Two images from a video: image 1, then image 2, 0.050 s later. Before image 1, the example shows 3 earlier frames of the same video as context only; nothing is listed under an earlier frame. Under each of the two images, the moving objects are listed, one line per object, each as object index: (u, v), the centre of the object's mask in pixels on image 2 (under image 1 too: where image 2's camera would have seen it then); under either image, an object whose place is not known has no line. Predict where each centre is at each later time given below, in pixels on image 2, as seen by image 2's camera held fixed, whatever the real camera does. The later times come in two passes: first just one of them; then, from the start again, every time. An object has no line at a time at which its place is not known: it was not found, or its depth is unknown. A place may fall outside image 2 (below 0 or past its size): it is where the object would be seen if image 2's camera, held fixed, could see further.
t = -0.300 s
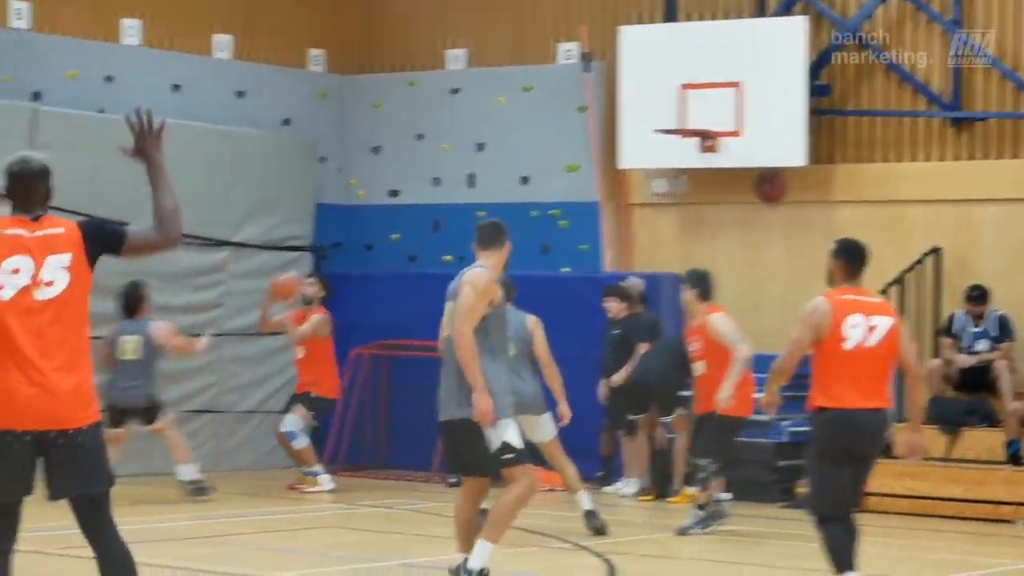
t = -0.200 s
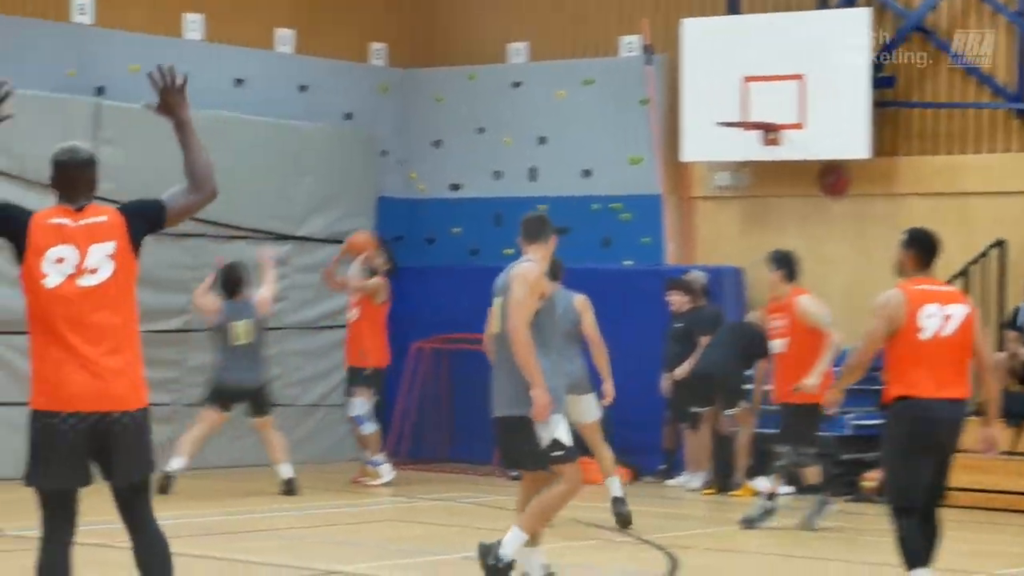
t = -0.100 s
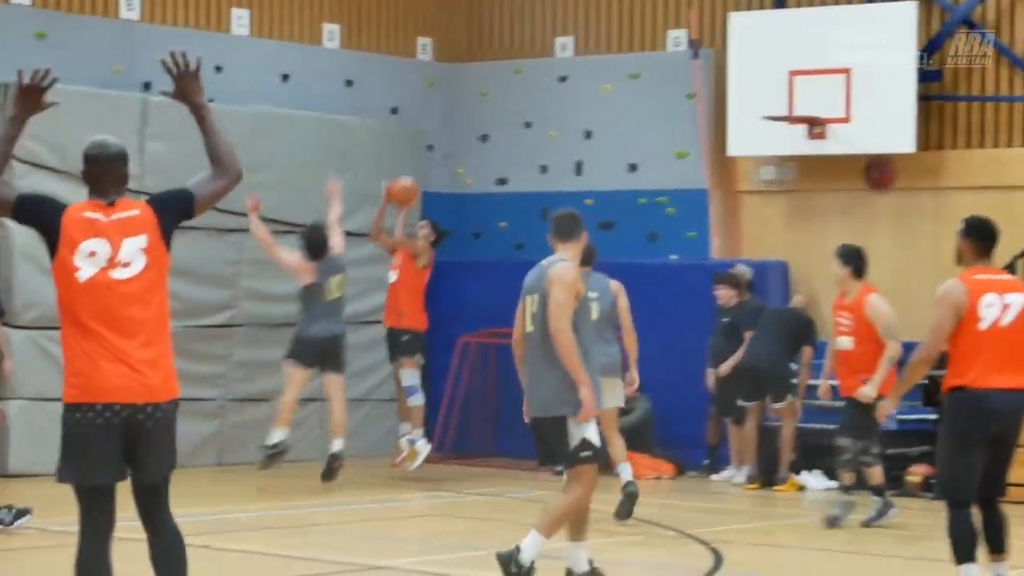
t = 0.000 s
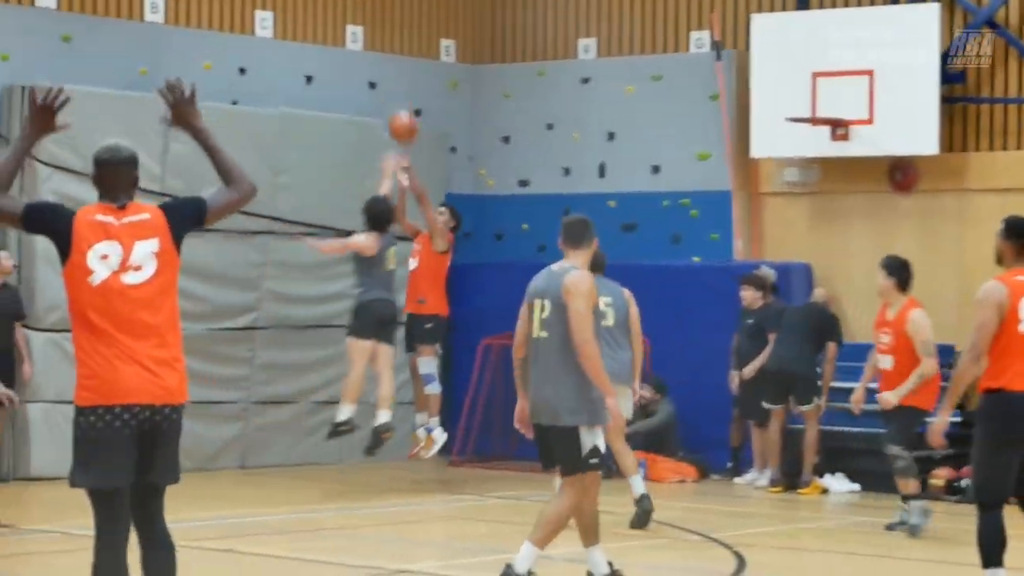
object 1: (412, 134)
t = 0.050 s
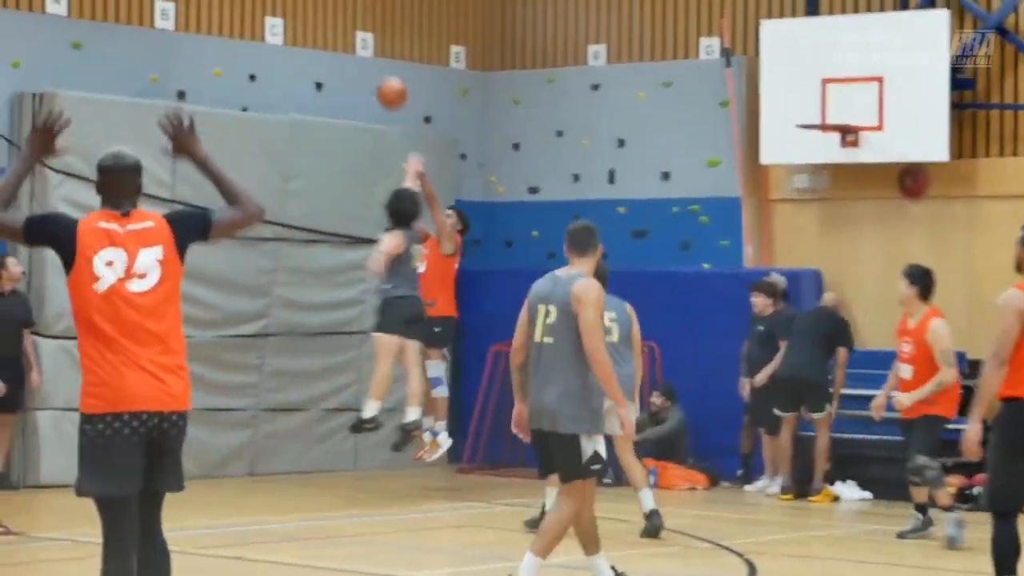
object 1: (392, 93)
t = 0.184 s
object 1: (331, -2)
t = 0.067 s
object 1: (385, 80)
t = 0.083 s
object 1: (378, 68)
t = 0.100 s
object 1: (370, 56)
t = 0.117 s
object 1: (362, 43)
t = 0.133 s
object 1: (355, 31)
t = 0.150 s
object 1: (347, 20)
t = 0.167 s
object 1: (339, 8)
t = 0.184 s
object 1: (331, -2)
